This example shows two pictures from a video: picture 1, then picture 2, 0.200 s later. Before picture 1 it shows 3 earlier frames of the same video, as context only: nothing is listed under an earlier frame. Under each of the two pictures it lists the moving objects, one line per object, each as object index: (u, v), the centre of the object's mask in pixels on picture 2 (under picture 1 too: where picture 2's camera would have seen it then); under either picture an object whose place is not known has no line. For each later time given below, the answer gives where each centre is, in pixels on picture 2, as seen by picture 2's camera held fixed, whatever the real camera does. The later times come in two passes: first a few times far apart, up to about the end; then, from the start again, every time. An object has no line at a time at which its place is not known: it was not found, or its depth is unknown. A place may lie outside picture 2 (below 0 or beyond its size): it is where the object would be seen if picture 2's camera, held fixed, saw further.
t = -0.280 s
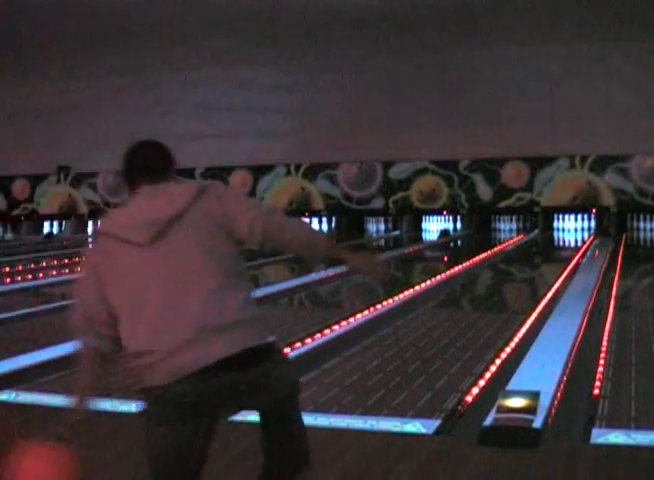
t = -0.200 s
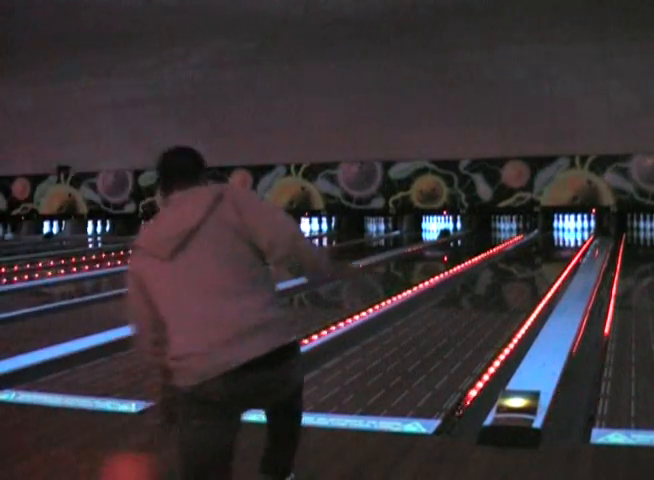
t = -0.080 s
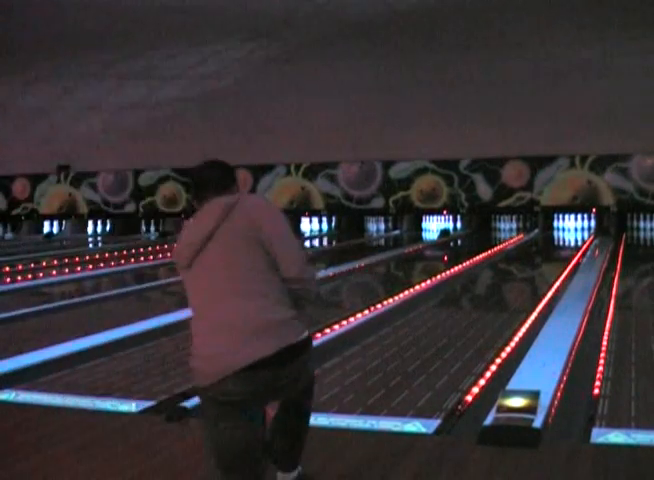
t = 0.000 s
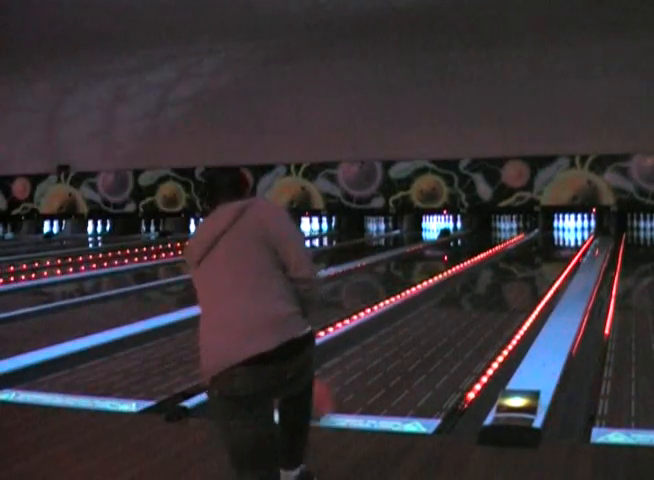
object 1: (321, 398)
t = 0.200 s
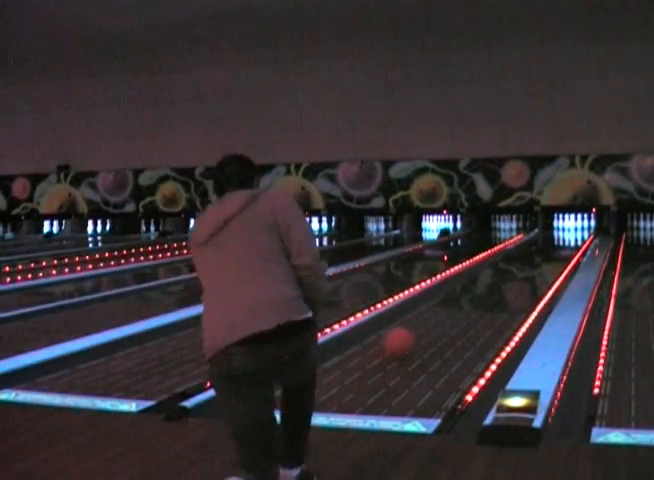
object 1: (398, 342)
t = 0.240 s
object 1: (409, 334)
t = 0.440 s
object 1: (455, 303)
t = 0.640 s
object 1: (487, 280)
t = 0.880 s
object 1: (512, 266)
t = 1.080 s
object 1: (529, 256)
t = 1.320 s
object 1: (543, 246)
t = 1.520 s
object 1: (550, 242)
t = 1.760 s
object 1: (559, 237)
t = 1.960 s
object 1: (567, 236)
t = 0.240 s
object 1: (409, 334)
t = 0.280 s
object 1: (421, 326)
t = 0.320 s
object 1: (432, 319)
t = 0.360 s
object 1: (440, 314)
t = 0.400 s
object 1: (448, 309)
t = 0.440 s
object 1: (455, 303)
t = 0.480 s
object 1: (463, 298)
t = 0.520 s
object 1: (469, 294)
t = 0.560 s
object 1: (478, 288)
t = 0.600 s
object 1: (482, 285)
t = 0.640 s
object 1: (487, 280)
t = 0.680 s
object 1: (490, 279)
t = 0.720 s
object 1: (496, 277)
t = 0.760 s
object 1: (502, 273)
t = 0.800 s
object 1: (504, 270)
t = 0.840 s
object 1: (508, 267)
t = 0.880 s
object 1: (512, 266)
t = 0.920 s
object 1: (516, 264)
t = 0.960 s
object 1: (518, 263)
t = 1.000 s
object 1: (522, 259)
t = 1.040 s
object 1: (526, 257)
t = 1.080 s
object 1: (529, 256)
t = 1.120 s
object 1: (531, 255)
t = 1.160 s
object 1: (534, 253)
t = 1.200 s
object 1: (535, 252)
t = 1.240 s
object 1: (538, 250)
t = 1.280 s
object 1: (540, 248)
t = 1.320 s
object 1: (543, 246)
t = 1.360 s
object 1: (544, 246)
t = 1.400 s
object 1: (546, 245)
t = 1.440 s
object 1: (547, 244)
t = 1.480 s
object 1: (549, 243)
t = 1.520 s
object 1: (550, 242)
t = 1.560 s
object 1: (551, 241)
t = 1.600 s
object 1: (554, 240)
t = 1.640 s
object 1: (555, 239)
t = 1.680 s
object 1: (557, 239)
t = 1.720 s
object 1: (558, 238)
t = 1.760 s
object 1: (559, 237)
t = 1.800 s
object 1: (561, 237)
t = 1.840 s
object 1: (562, 236)
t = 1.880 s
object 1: (564, 237)
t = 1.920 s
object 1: (565, 237)
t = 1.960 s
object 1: (567, 236)
